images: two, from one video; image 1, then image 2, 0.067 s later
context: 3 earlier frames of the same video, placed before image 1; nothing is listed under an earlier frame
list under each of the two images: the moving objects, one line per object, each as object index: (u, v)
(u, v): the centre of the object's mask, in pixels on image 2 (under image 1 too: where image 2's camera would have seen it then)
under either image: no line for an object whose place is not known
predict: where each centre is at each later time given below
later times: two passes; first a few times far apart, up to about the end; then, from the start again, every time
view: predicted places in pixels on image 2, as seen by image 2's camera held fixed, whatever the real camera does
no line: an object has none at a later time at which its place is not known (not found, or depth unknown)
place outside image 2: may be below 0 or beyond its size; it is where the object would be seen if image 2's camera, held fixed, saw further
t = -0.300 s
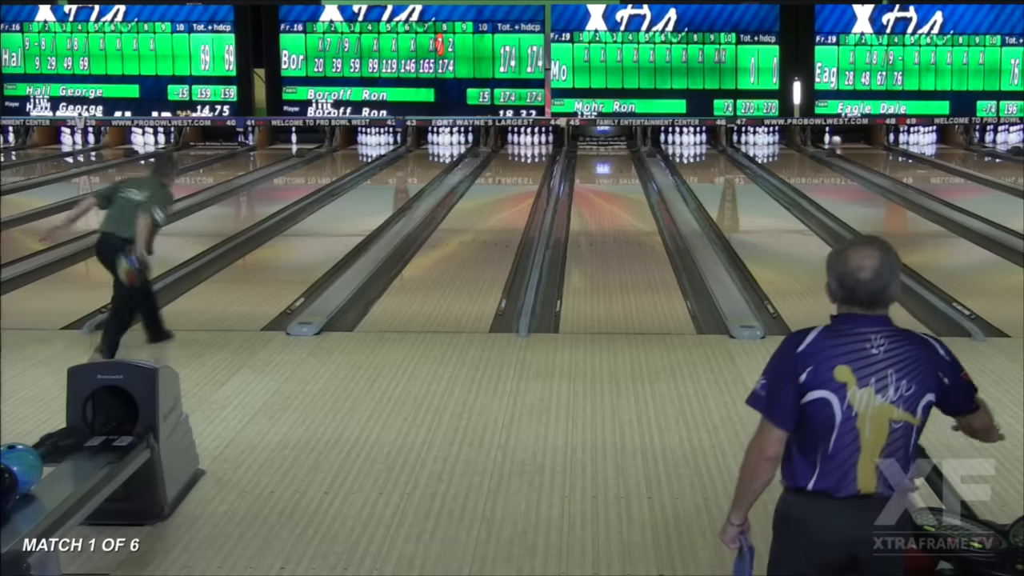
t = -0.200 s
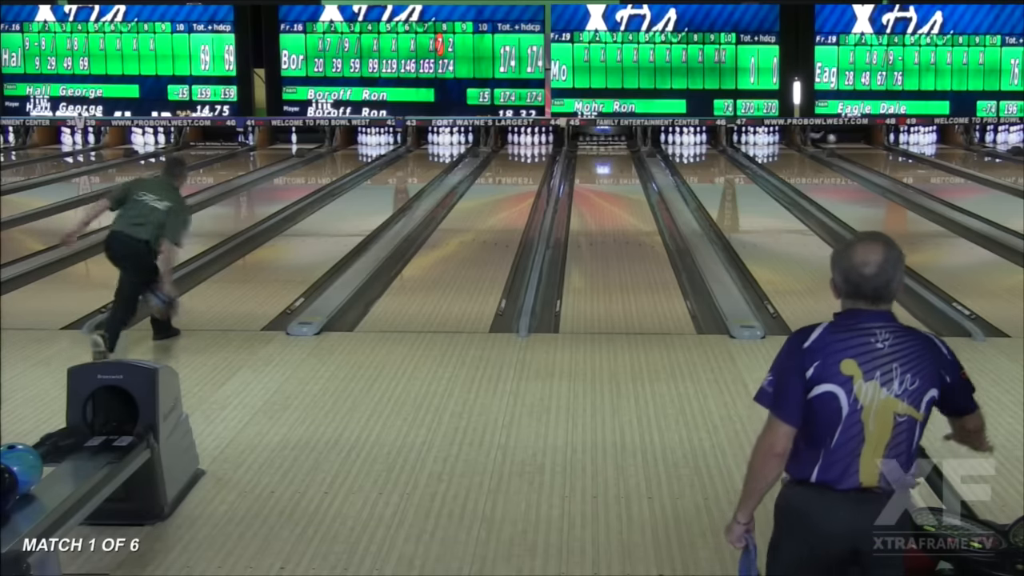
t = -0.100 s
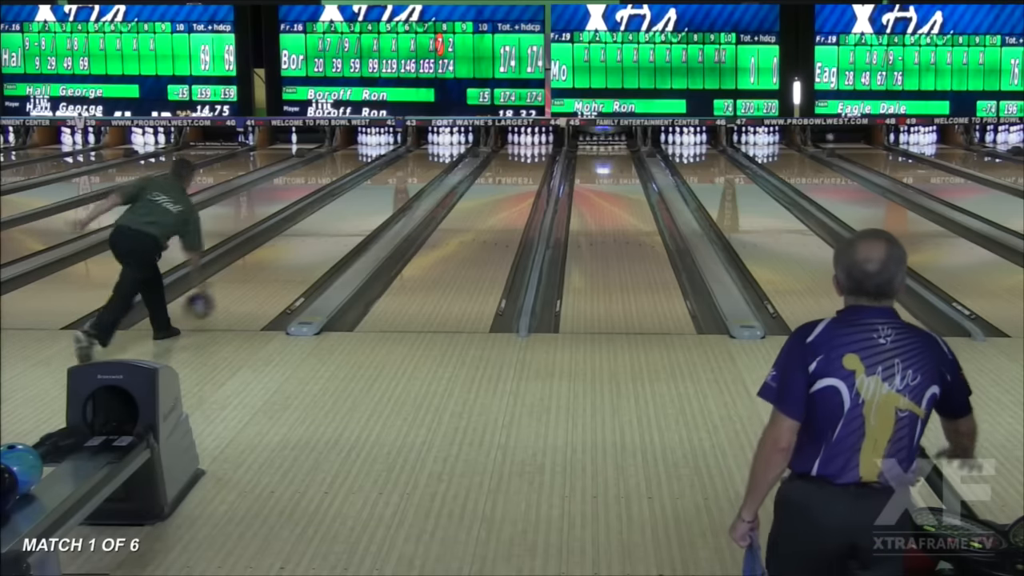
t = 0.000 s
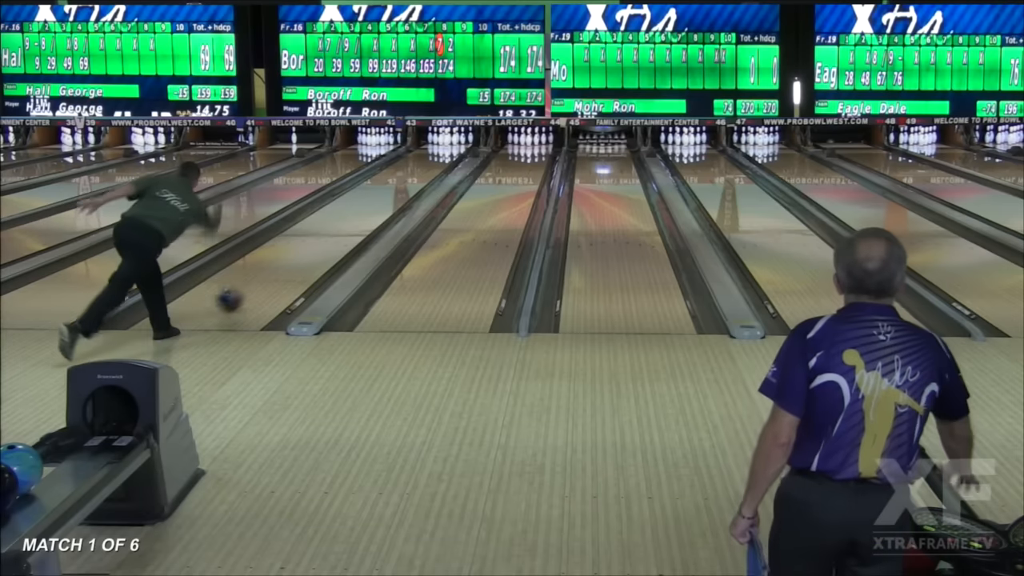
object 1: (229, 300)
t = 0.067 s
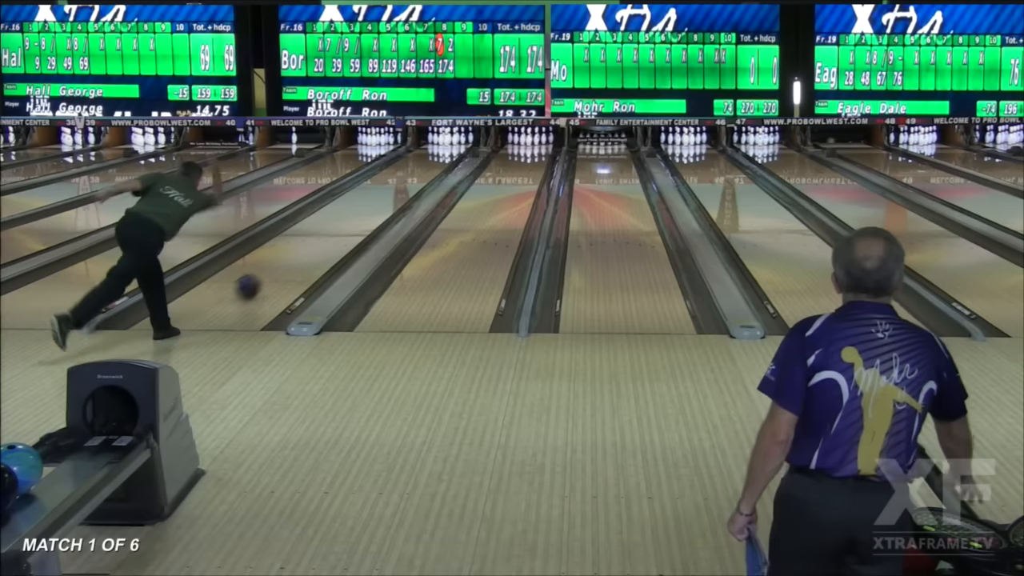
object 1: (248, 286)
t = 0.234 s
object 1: (285, 262)
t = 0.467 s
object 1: (326, 235)
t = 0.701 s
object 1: (358, 214)
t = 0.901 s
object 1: (379, 199)
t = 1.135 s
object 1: (399, 185)
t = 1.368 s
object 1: (415, 174)
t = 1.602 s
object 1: (428, 165)
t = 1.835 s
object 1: (438, 156)
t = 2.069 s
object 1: (444, 150)
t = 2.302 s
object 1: (447, 144)
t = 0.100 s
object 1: (256, 281)
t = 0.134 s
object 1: (264, 276)
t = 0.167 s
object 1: (271, 271)
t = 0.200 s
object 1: (278, 267)
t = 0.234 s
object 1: (285, 262)
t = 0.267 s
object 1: (292, 258)
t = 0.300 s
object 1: (298, 253)
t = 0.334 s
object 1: (304, 249)
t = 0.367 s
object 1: (310, 245)
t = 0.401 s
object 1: (316, 241)
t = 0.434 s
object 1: (321, 238)
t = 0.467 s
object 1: (326, 235)
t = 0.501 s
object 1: (331, 231)
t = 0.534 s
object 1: (336, 228)
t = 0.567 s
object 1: (341, 225)
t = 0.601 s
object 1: (345, 222)
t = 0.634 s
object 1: (349, 219)
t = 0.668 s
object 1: (353, 216)
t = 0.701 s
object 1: (358, 214)
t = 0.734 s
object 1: (362, 211)
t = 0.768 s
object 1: (365, 209)
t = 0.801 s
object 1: (369, 206)
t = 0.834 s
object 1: (373, 203)
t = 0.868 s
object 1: (376, 201)
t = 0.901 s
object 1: (379, 199)
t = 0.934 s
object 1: (382, 197)
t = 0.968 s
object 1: (385, 195)
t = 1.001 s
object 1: (387, 193)
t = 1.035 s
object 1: (391, 191)
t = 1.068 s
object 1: (393, 188)
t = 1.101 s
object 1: (396, 187)
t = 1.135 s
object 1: (399, 185)
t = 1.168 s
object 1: (402, 183)
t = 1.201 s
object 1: (404, 182)
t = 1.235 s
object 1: (406, 180)
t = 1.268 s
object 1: (409, 179)
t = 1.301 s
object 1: (411, 177)
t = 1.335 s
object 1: (413, 175)
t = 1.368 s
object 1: (415, 174)
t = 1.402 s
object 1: (417, 173)
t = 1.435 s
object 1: (420, 171)
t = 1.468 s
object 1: (421, 170)
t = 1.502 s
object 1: (423, 168)
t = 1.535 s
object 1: (424, 166)
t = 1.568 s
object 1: (427, 166)
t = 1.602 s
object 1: (428, 165)
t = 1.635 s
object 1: (430, 163)
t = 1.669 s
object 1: (432, 161)
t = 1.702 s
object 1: (433, 160)
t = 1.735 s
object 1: (434, 159)
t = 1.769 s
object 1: (436, 159)
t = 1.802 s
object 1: (437, 157)
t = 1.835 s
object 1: (438, 156)
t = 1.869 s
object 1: (440, 155)
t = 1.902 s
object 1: (440, 154)
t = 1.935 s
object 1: (441, 154)
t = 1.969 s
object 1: (442, 152)
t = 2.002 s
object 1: (443, 152)
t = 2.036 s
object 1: (444, 151)
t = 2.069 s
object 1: (444, 150)
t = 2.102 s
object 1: (445, 149)
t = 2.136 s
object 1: (446, 148)
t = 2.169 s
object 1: (447, 148)
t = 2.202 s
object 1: (447, 147)
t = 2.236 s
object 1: (447, 146)
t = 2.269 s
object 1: (447, 145)
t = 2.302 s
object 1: (447, 144)
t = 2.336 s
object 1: (448, 144)
